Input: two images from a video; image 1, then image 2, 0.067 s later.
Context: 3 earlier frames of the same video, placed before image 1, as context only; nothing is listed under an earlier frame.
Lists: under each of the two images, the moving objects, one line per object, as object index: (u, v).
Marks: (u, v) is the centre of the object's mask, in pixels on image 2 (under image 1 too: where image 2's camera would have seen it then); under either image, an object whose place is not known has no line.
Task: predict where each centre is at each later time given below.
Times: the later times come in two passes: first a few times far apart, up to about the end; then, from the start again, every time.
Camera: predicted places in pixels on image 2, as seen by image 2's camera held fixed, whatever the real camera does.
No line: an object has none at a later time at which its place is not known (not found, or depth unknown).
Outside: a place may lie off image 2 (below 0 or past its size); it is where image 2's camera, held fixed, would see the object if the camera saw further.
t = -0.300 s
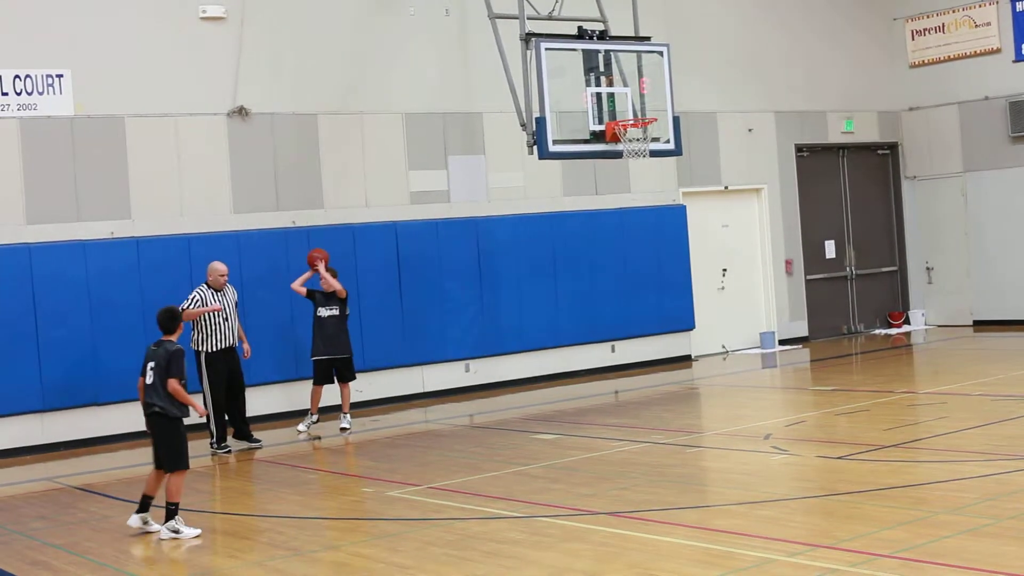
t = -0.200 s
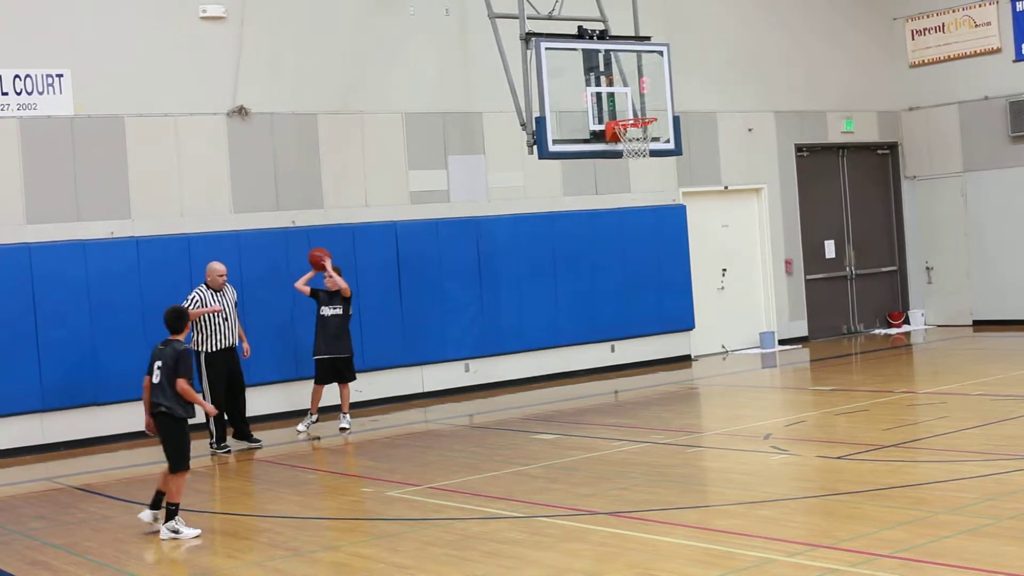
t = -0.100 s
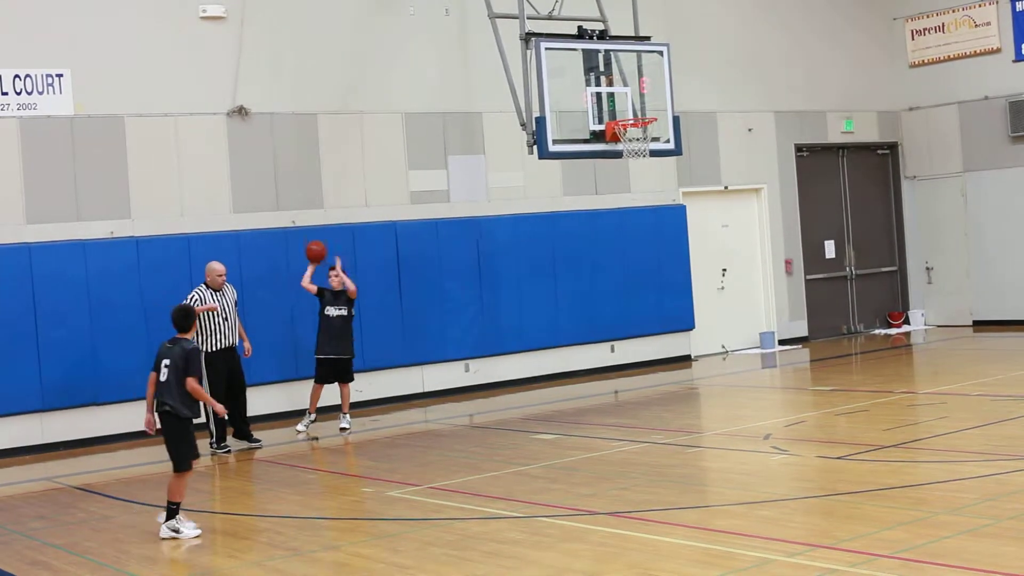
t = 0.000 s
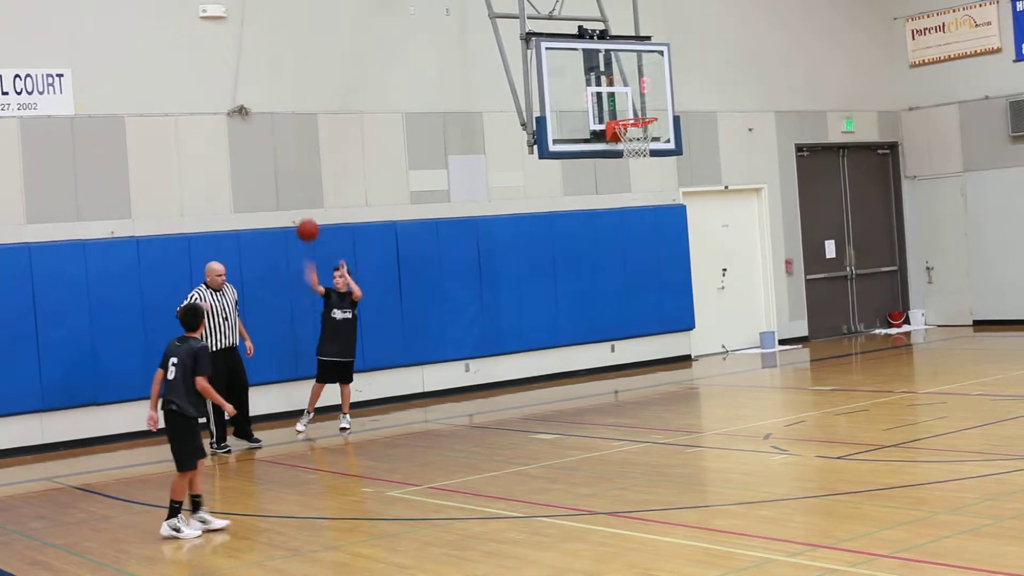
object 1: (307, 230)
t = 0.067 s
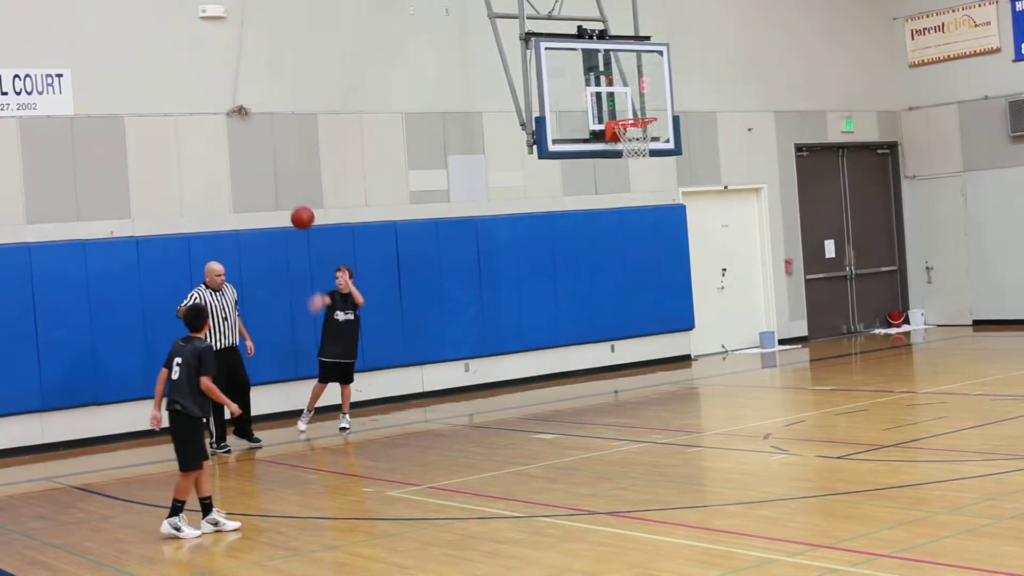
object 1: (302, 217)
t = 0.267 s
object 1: (290, 203)
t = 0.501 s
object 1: (278, 241)
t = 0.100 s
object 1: (300, 212)
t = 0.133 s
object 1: (298, 208)
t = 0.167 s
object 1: (296, 205)
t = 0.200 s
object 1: (294, 204)
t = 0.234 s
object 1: (292, 203)
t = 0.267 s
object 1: (290, 203)
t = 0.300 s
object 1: (288, 204)
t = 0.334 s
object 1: (286, 207)
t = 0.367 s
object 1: (284, 211)
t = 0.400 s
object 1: (282, 217)
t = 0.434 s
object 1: (281, 224)
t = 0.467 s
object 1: (279, 231)
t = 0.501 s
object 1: (278, 241)
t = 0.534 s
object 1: (276, 252)
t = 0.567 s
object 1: (274, 265)
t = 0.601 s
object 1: (273, 281)
